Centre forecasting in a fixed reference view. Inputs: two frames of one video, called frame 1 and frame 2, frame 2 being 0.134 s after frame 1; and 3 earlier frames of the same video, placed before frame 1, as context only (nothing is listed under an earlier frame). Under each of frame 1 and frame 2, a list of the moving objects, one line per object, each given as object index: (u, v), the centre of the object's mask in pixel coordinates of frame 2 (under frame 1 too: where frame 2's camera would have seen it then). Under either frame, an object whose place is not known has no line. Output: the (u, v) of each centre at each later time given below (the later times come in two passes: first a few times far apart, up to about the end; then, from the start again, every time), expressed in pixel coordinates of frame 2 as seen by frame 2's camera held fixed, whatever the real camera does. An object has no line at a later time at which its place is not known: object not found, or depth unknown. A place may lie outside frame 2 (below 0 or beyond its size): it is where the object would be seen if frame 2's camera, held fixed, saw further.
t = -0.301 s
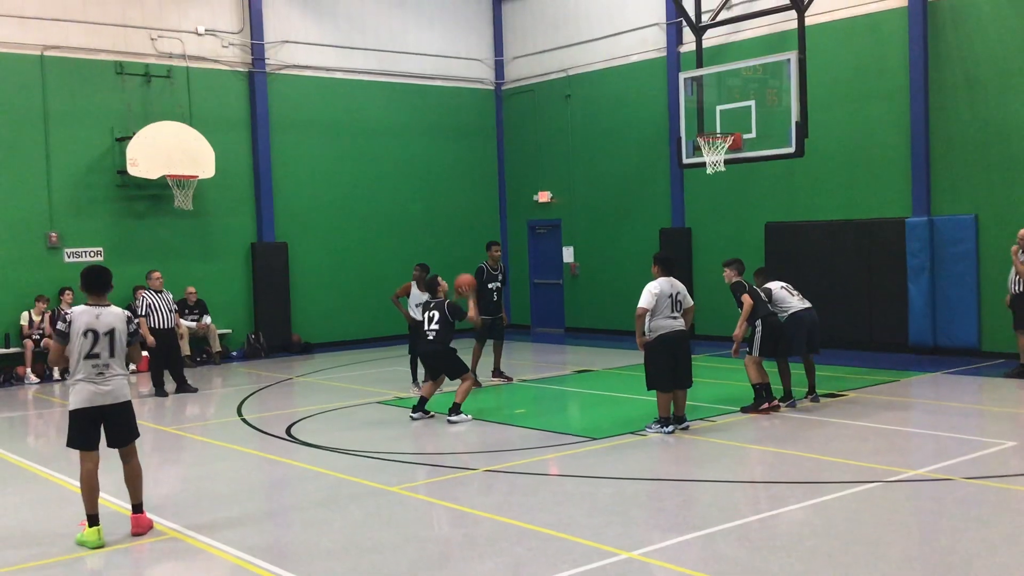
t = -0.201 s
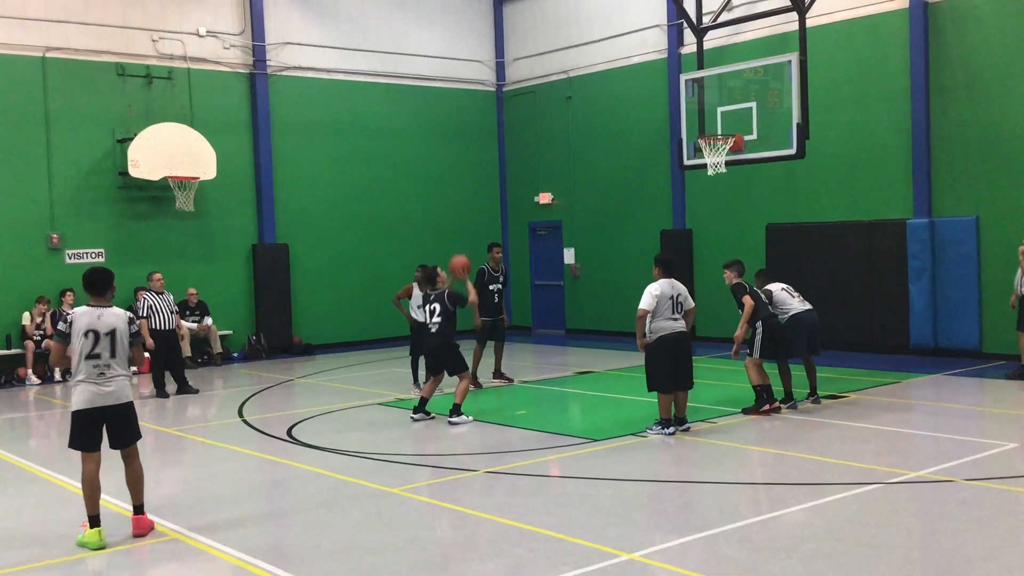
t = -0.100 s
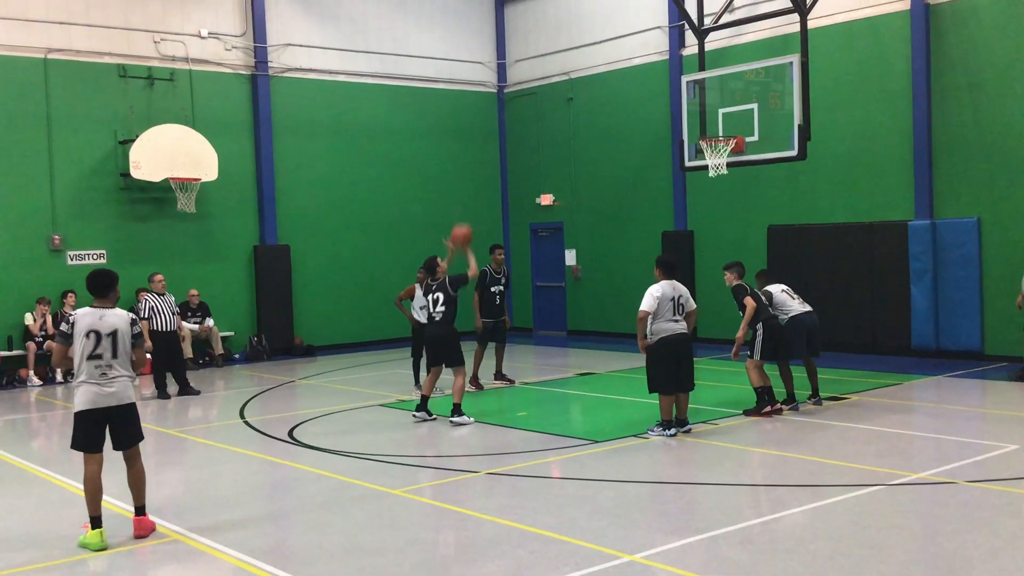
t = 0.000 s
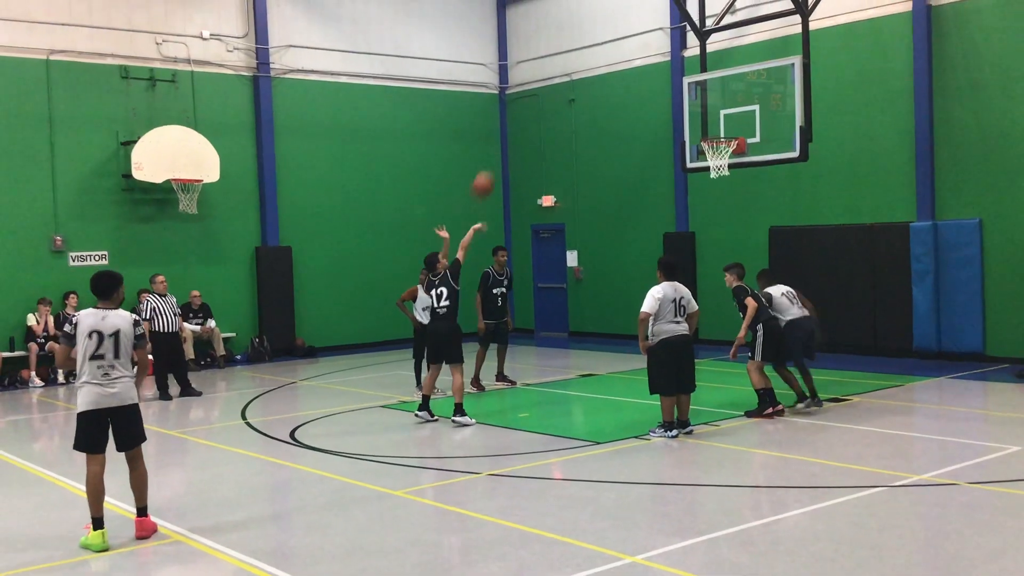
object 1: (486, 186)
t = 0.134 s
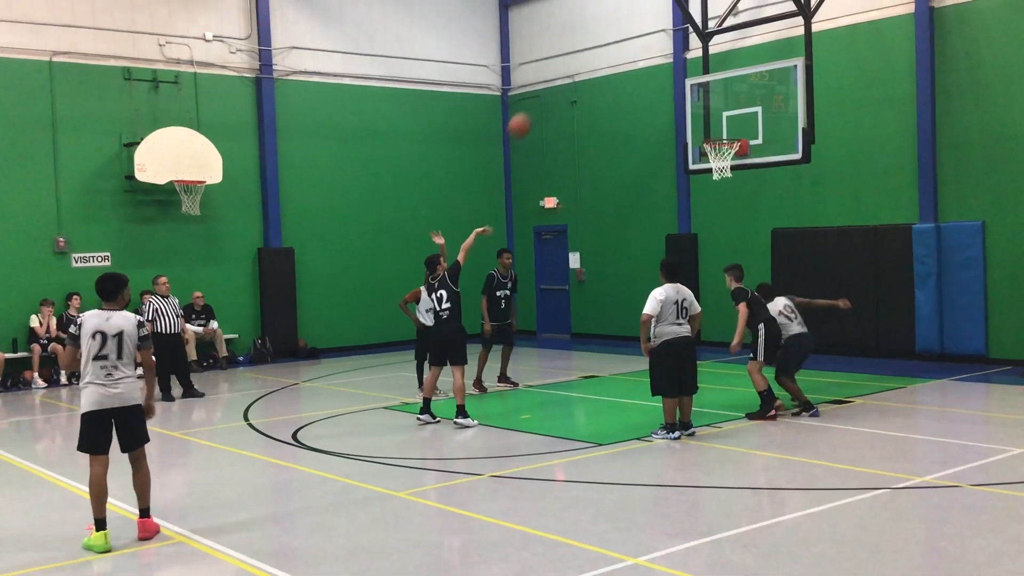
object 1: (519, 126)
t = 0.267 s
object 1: (552, 82)
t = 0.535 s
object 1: (616, 43)
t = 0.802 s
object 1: (677, 65)
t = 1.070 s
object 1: (730, 133)
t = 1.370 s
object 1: (697, 120)
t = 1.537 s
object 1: (674, 133)
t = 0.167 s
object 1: (528, 113)
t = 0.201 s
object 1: (536, 102)
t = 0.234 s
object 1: (544, 91)
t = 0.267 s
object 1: (552, 82)
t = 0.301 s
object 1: (561, 73)
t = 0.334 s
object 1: (569, 67)
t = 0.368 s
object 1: (577, 60)
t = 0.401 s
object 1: (585, 54)
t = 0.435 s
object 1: (593, 50)
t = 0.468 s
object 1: (600, 47)
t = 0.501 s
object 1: (608, 45)
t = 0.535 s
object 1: (616, 43)
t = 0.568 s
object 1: (624, 43)
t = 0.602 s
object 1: (631, 43)
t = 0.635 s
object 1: (639, 45)
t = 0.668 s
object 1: (646, 47)
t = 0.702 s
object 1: (654, 50)
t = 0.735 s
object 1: (662, 54)
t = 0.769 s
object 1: (669, 59)
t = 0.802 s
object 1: (677, 65)
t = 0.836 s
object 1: (684, 70)
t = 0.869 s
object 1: (691, 78)
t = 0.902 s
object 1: (698, 86)
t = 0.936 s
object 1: (705, 96)
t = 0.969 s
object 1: (712, 105)
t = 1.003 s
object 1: (719, 116)
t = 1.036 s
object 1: (726, 127)
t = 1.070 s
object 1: (730, 133)
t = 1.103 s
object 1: (730, 133)
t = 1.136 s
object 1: (730, 134)
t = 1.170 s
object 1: (726, 131)
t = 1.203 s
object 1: (721, 127)
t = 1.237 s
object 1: (716, 124)
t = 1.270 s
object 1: (711, 122)
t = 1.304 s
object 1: (706, 120)
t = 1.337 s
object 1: (701, 119)
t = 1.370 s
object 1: (697, 120)
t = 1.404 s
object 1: (692, 121)
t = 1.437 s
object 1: (688, 122)
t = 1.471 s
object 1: (683, 125)
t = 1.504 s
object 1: (678, 129)
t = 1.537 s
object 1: (674, 133)
